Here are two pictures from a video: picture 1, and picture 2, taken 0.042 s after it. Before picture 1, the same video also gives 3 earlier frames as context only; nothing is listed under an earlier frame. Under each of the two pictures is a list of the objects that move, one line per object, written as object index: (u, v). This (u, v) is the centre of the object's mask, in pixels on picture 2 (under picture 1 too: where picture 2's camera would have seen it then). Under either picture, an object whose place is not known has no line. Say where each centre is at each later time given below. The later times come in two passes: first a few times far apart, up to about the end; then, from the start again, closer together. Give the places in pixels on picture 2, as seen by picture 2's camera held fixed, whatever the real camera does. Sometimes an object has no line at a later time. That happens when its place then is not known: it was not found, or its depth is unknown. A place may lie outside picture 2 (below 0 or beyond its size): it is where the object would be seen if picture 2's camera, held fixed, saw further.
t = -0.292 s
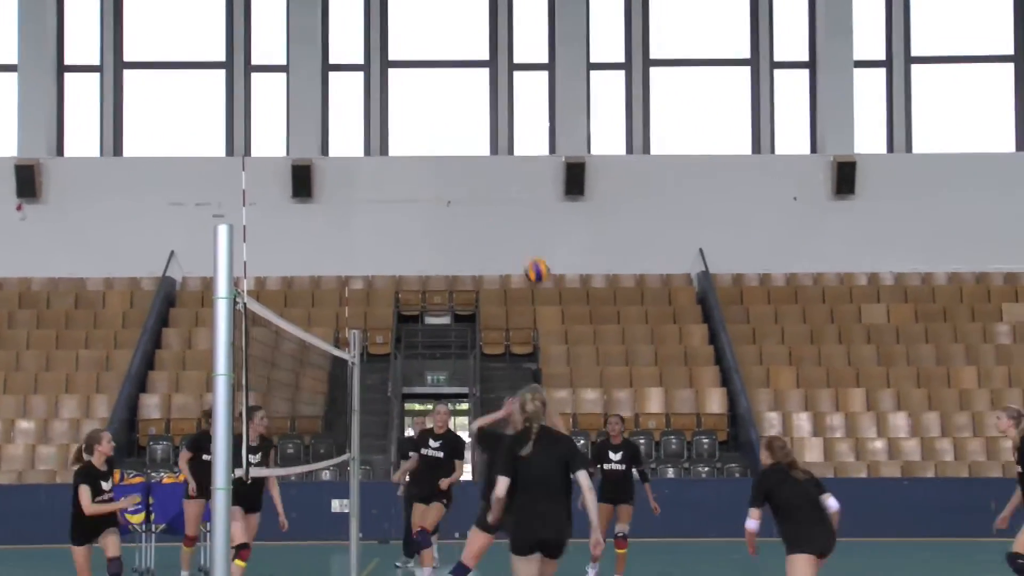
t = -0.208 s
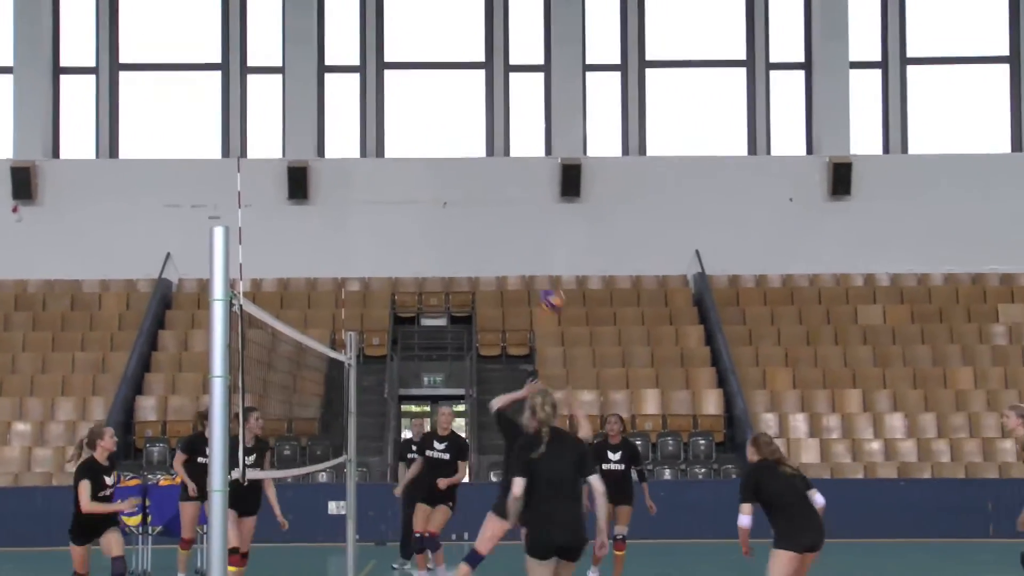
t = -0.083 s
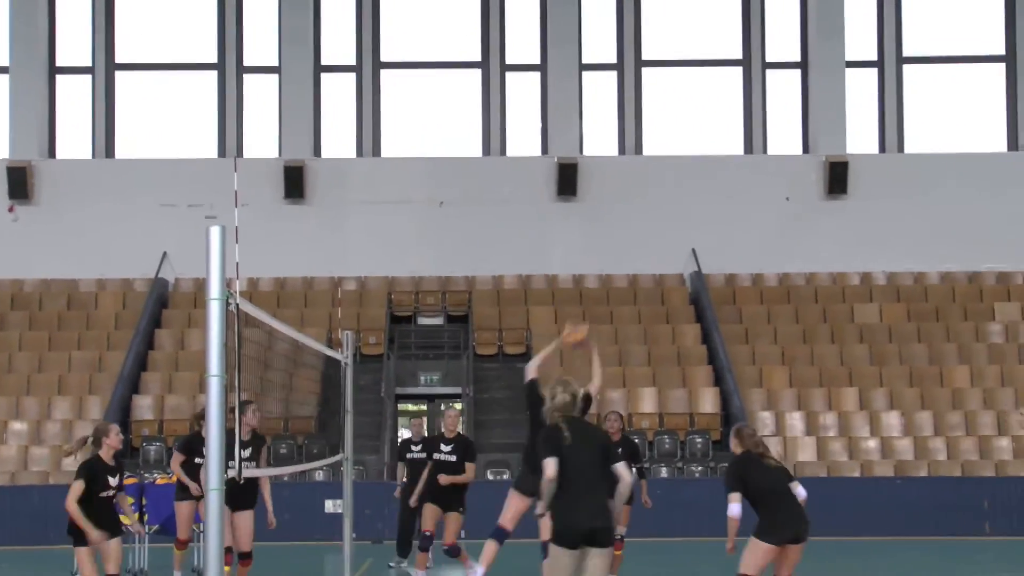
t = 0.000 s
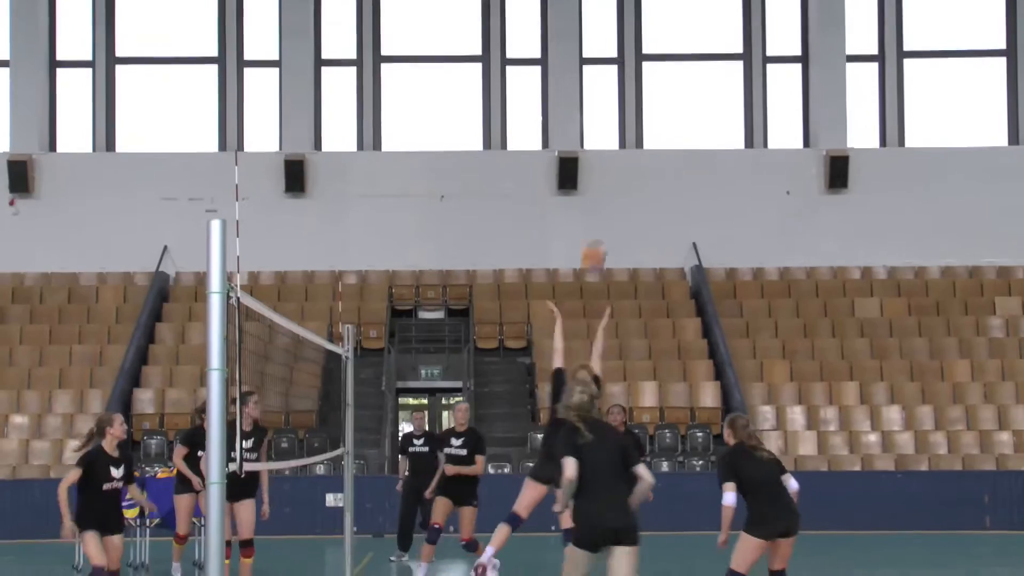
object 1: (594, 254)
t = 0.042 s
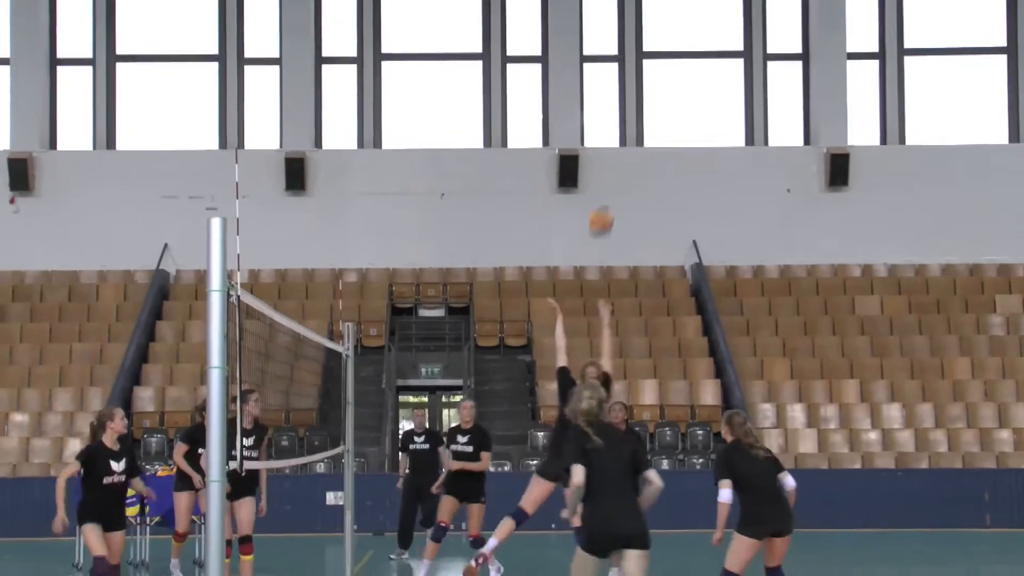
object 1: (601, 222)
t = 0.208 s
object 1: (629, 103)
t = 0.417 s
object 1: (654, 24)
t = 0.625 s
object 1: (679, -6)
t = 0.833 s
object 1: (705, 10)
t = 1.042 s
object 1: (726, 66)
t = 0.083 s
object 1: (608, 191)
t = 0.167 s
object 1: (624, 125)
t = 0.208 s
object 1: (629, 103)
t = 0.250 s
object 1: (633, 83)
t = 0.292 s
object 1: (639, 65)
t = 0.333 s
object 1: (644, 49)
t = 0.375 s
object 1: (649, 36)
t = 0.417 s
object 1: (654, 24)
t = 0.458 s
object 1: (659, 15)
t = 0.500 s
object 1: (664, 7)
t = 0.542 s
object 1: (669, 0)
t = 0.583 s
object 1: (674, -4)
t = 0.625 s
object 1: (679, -6)
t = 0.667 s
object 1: (686, -7)
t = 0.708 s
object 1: (691, -5)
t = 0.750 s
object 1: (696, -1)
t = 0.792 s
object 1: (700, 4)
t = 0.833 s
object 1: (705, 10)
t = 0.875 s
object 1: (709, 18)
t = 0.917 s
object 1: (714, 28)
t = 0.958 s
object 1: (718, 39)
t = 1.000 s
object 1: (722, 52)
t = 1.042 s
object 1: (726, 66)
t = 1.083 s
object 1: (731, 81)
